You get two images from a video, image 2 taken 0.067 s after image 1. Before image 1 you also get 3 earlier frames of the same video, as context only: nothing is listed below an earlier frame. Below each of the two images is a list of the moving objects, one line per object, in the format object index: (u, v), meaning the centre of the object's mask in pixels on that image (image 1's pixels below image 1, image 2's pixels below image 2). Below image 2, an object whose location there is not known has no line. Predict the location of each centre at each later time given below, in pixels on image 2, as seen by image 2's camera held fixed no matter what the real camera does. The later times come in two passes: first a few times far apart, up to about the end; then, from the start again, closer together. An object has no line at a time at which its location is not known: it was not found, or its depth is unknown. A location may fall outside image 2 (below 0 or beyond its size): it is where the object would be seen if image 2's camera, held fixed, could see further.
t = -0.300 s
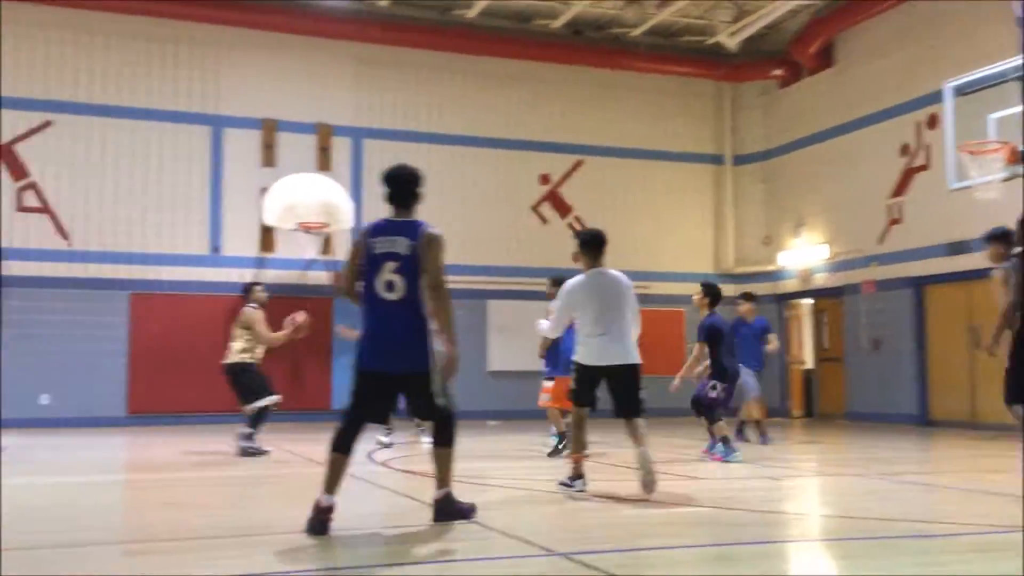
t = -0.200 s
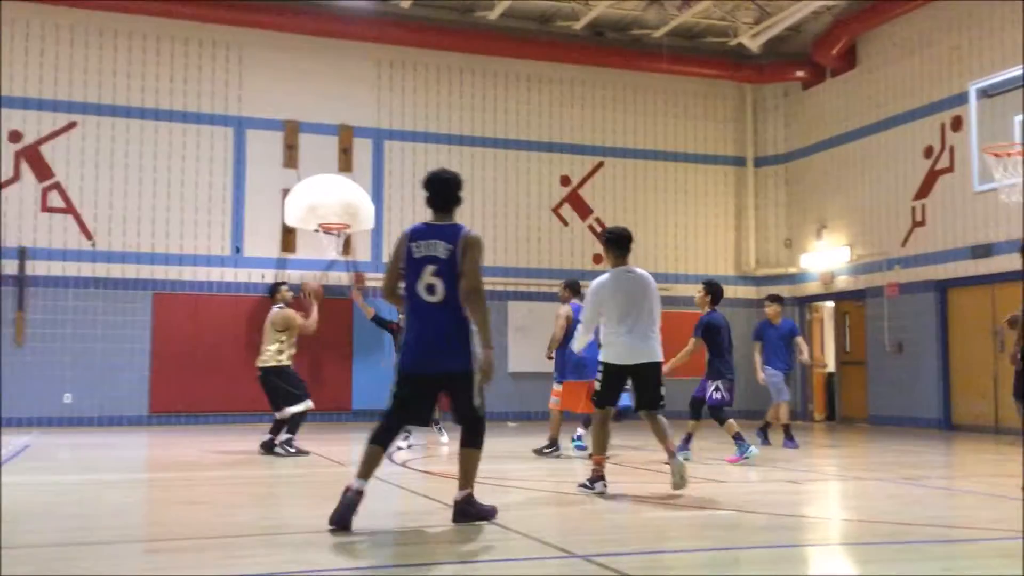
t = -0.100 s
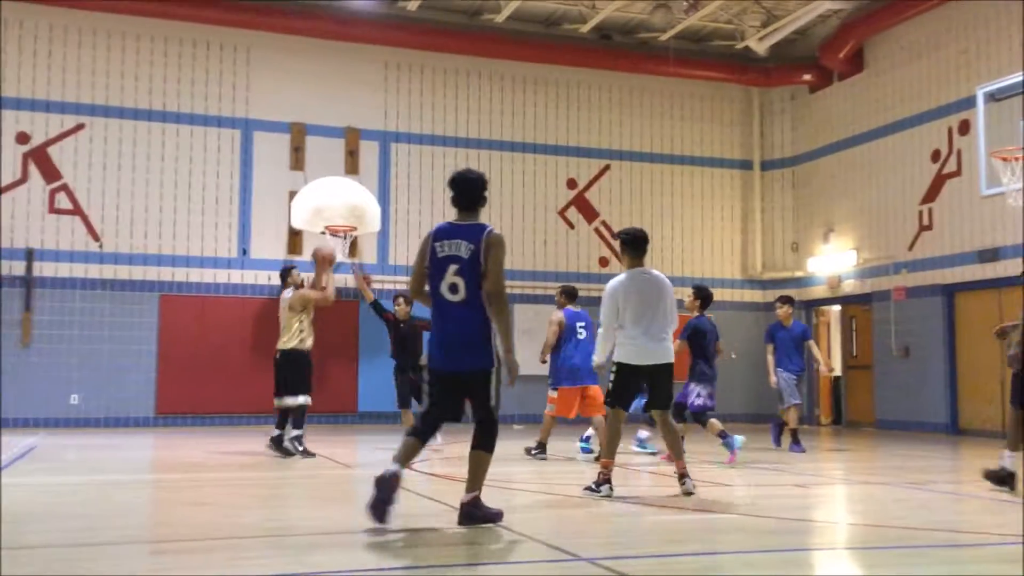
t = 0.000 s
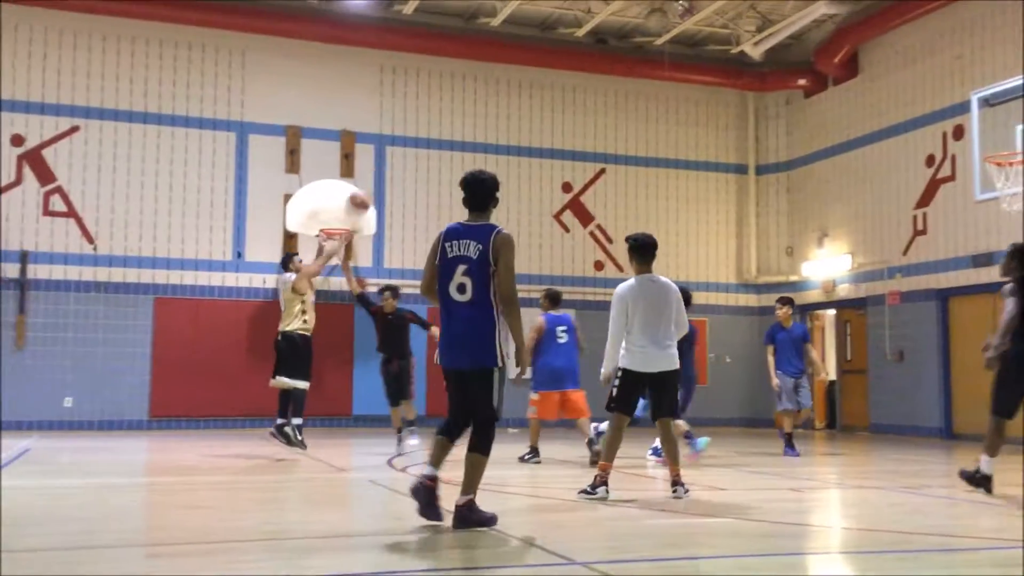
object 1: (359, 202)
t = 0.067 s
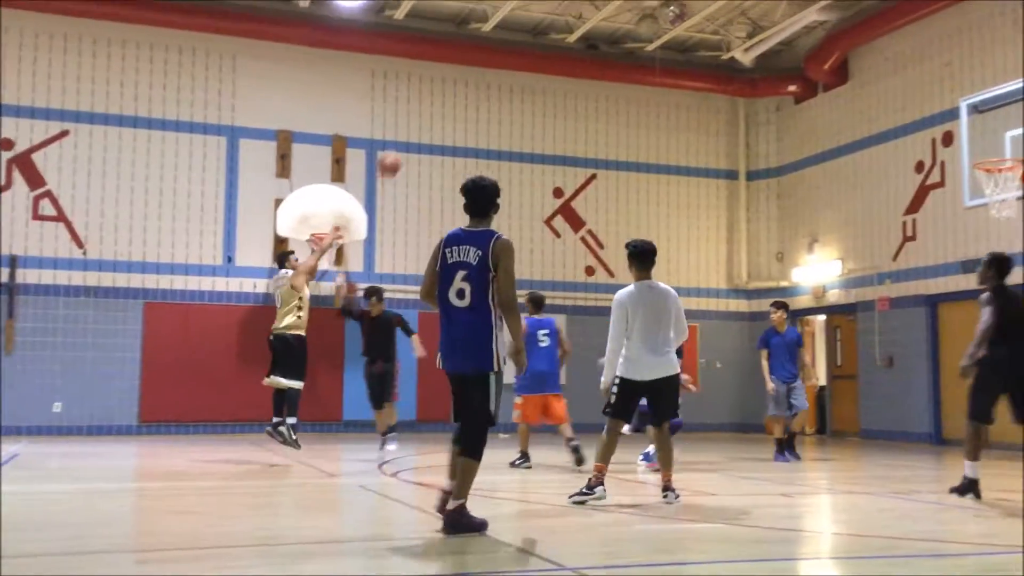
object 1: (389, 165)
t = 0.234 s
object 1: (480, 79)
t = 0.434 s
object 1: (586, 17)
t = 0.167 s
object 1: (445, 109)
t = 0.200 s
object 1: (462, 94)
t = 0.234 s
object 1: (480, 79)
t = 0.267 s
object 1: (498, 66)
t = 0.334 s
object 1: (534, 44)
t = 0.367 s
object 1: (550, 33)
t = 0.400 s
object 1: (568, 24)
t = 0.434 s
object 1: (586, 17)
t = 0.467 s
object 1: (604, 10)
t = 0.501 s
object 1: (621, 5)
